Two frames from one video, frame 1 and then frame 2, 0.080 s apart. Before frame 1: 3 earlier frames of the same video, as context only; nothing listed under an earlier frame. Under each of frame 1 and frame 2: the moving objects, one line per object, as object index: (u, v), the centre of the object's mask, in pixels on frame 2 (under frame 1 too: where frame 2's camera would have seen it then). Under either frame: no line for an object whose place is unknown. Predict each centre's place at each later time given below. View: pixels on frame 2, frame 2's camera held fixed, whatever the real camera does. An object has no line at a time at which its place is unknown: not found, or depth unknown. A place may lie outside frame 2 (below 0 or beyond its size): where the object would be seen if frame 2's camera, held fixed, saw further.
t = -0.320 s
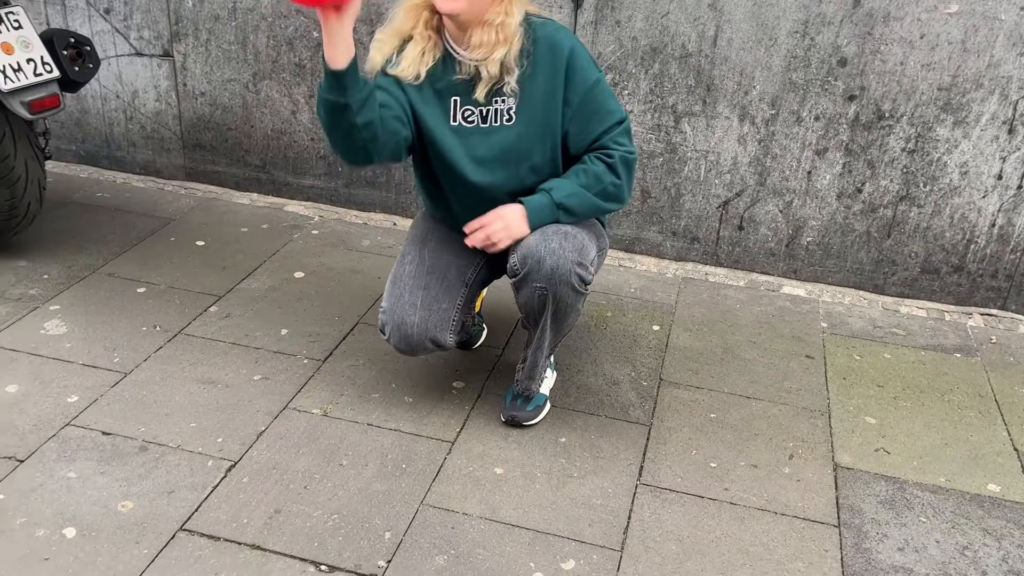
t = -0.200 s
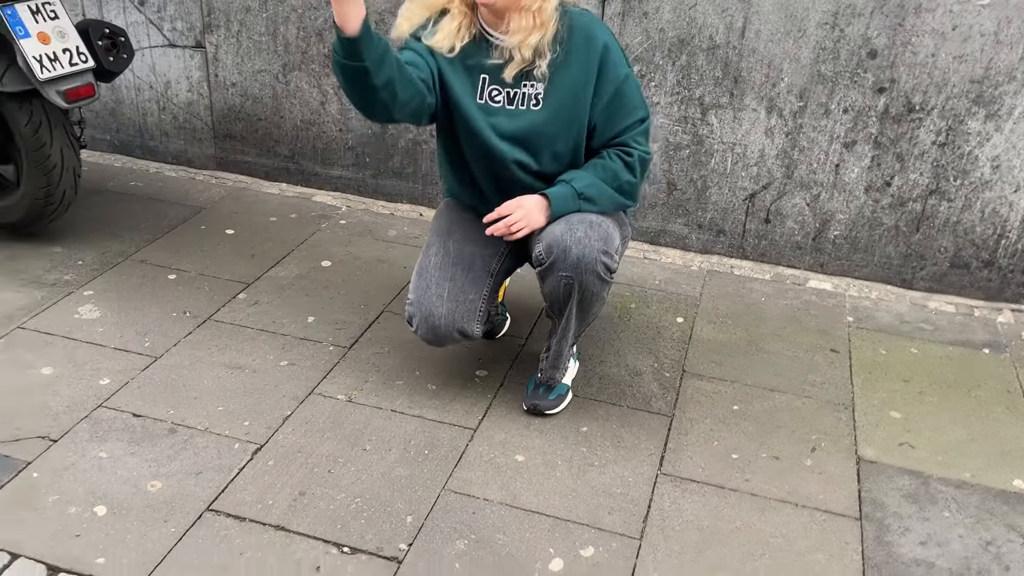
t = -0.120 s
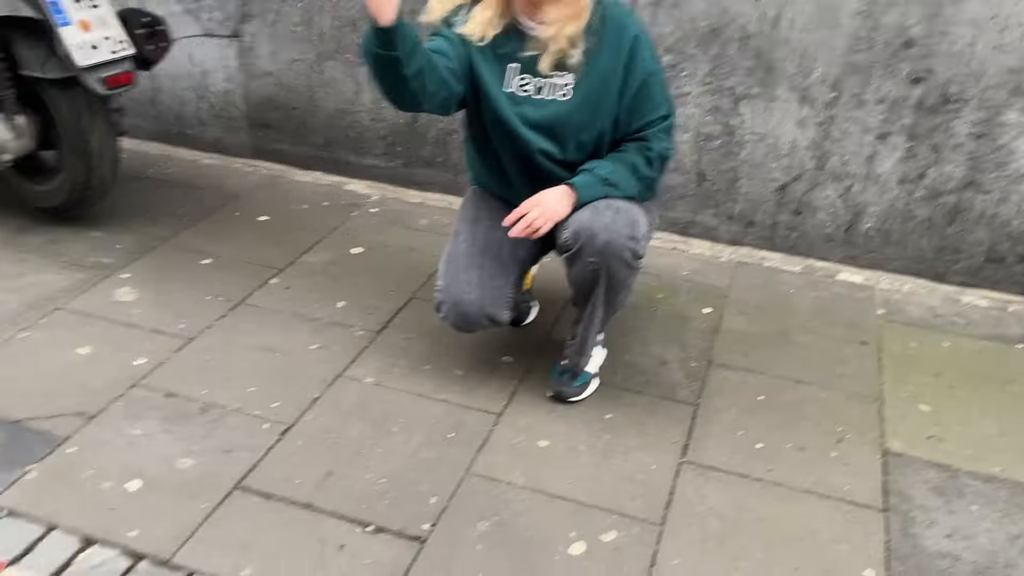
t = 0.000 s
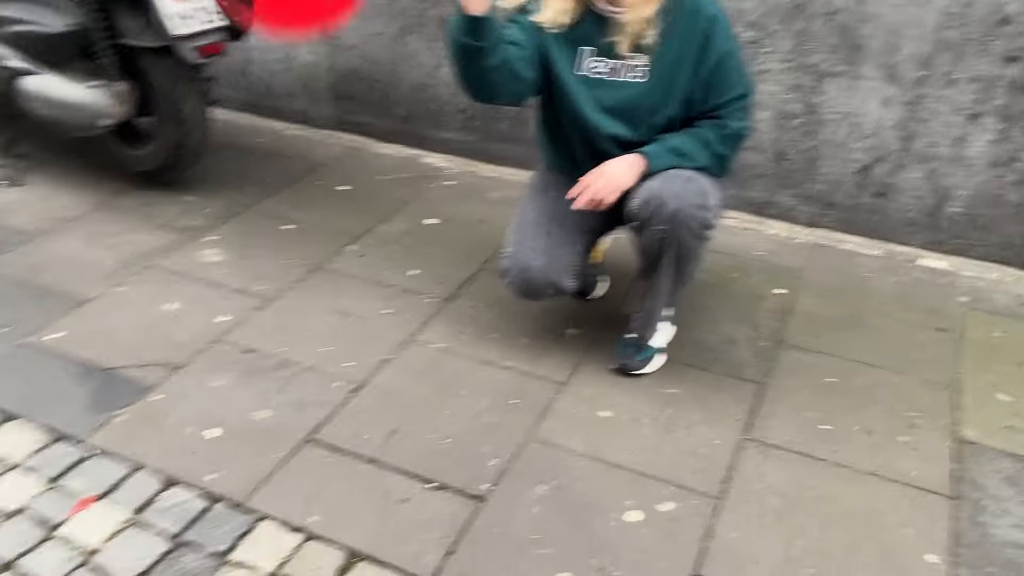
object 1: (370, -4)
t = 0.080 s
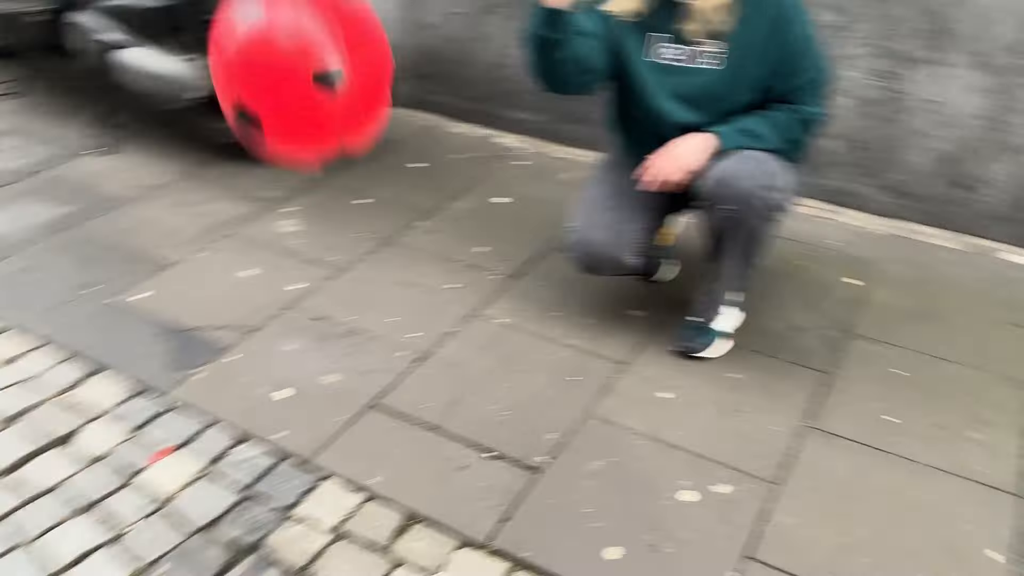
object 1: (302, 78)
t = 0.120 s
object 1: (269, 160)
